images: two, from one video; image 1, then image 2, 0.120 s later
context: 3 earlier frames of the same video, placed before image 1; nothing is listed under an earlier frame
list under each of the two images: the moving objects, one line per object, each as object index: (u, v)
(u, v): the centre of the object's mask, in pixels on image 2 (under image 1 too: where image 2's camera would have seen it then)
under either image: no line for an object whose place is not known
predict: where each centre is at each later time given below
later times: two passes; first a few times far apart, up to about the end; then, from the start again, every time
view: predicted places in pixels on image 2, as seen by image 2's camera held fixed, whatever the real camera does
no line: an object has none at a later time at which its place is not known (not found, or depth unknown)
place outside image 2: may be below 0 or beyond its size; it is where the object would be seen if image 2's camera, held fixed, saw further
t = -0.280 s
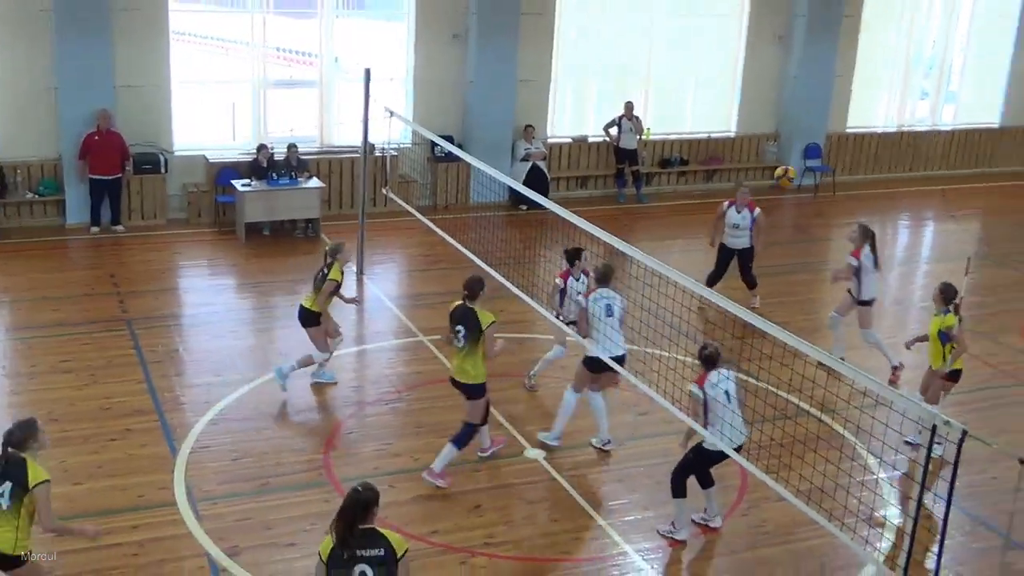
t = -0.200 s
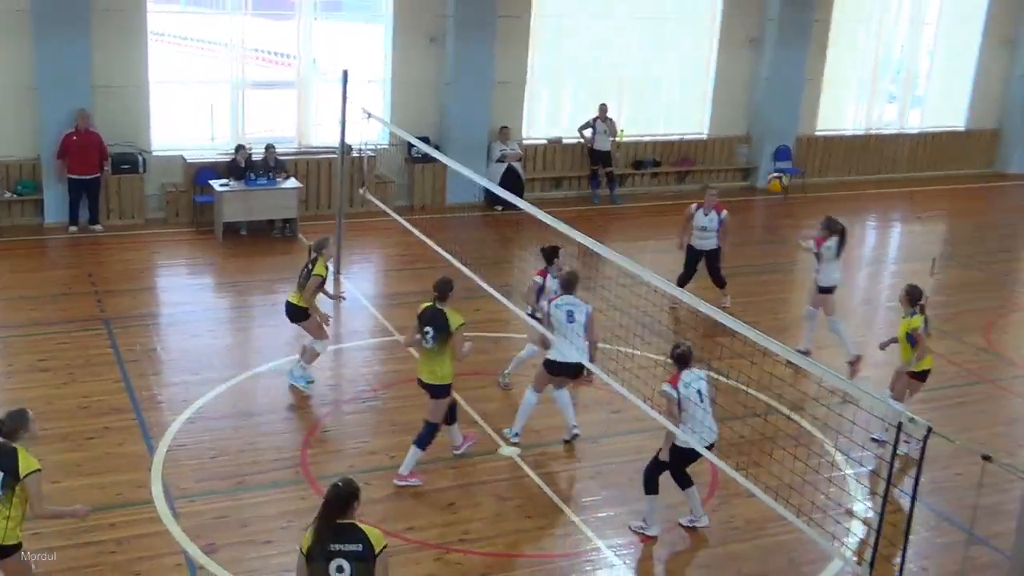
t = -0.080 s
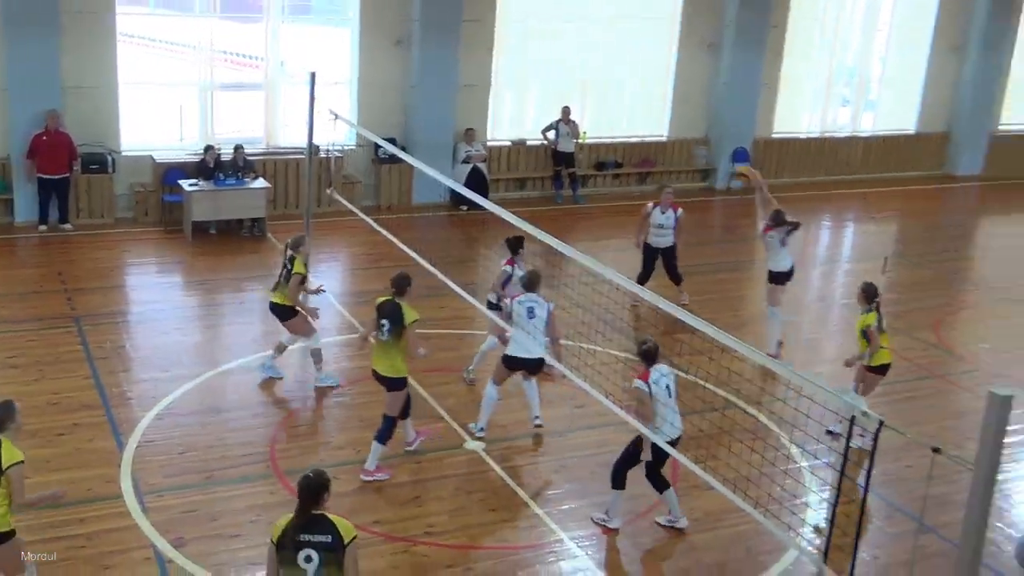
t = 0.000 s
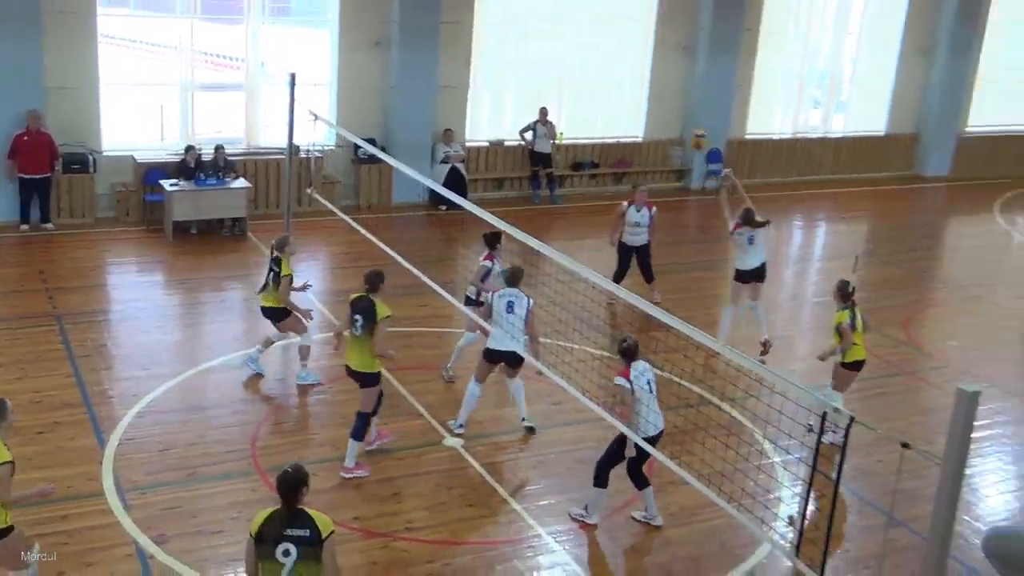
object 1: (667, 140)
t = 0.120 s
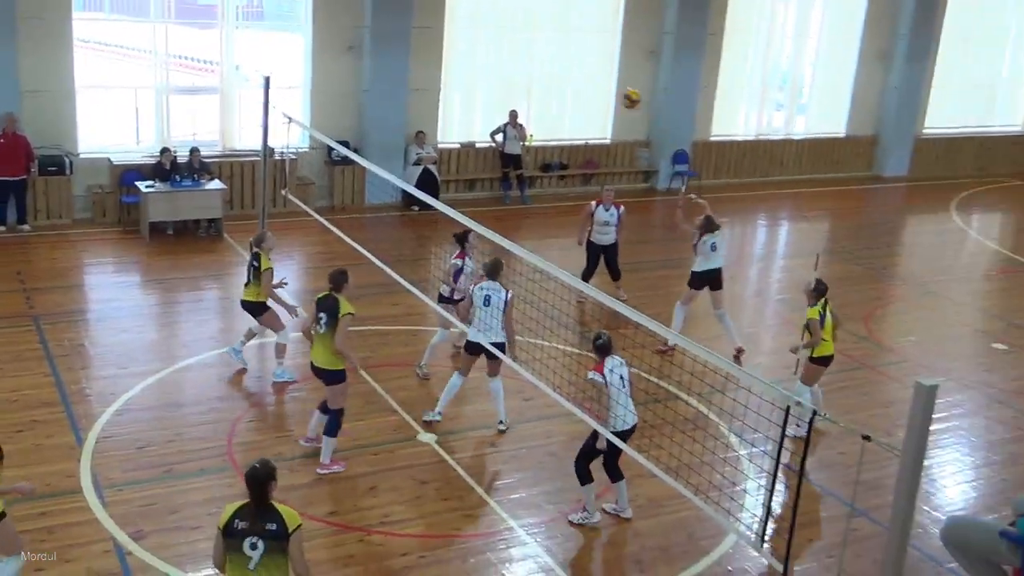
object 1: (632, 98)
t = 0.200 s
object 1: (604, 77)
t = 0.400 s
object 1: (528, 47)
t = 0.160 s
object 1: (617, 88)
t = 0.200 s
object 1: (604, 77)
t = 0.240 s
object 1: (590, 68)
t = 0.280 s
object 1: (575, 61)
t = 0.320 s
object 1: (560, 55)
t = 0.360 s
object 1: (544, 50)
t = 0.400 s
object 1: (528, 47)
